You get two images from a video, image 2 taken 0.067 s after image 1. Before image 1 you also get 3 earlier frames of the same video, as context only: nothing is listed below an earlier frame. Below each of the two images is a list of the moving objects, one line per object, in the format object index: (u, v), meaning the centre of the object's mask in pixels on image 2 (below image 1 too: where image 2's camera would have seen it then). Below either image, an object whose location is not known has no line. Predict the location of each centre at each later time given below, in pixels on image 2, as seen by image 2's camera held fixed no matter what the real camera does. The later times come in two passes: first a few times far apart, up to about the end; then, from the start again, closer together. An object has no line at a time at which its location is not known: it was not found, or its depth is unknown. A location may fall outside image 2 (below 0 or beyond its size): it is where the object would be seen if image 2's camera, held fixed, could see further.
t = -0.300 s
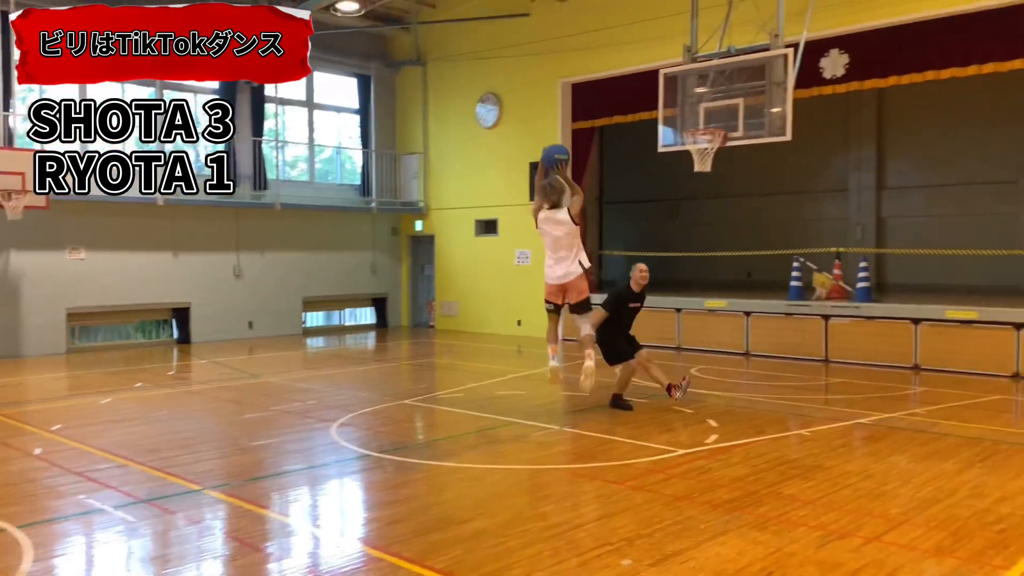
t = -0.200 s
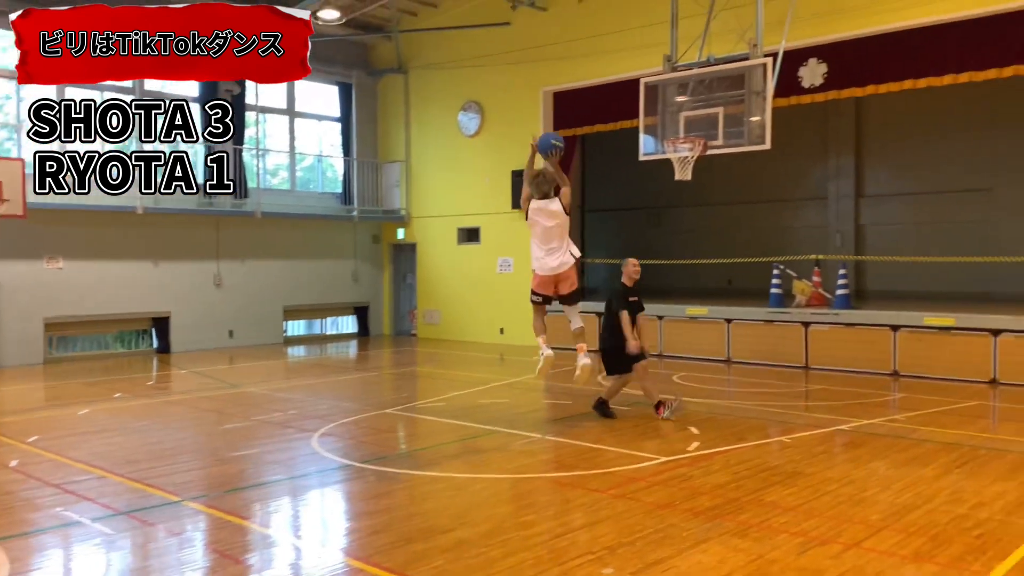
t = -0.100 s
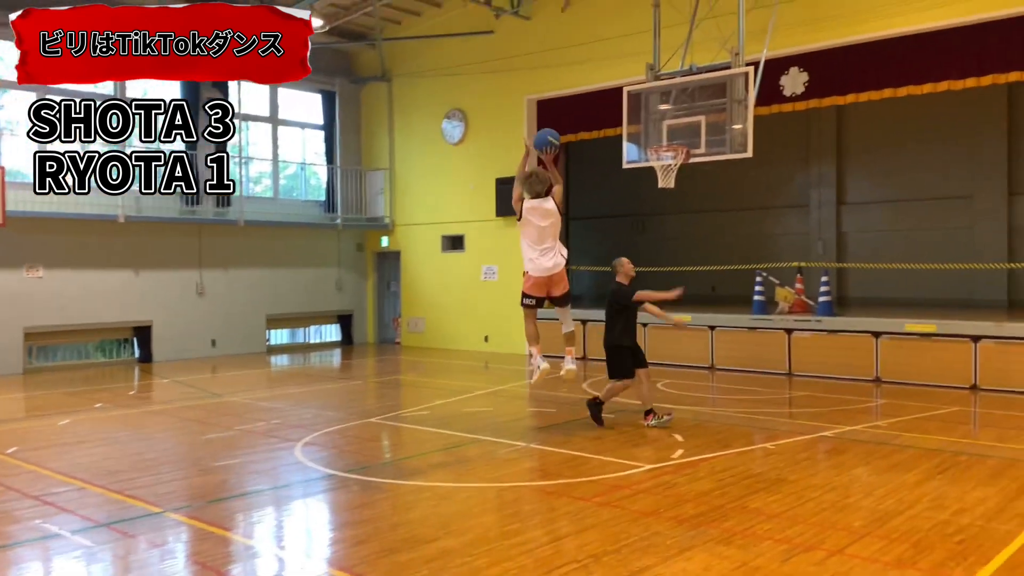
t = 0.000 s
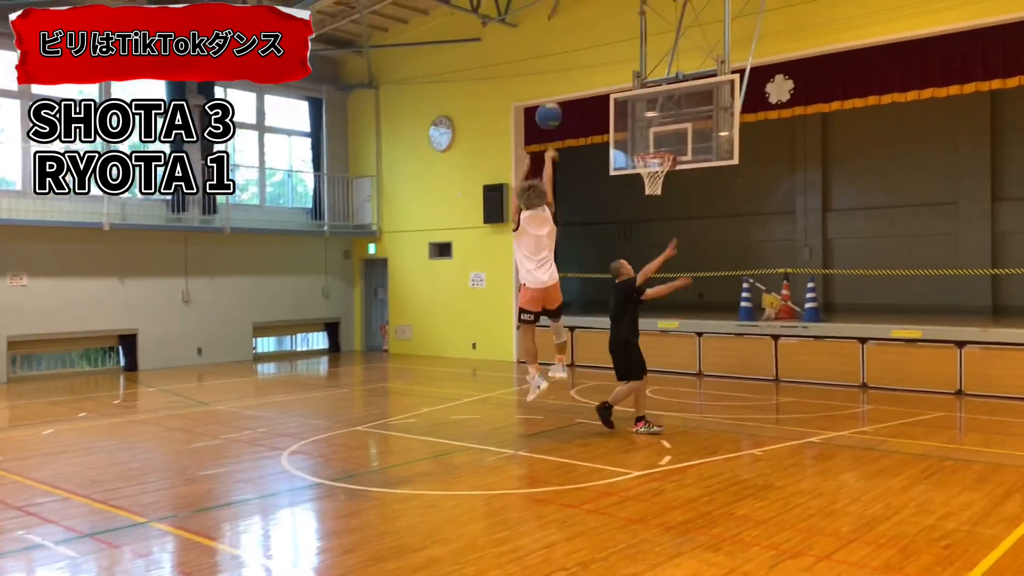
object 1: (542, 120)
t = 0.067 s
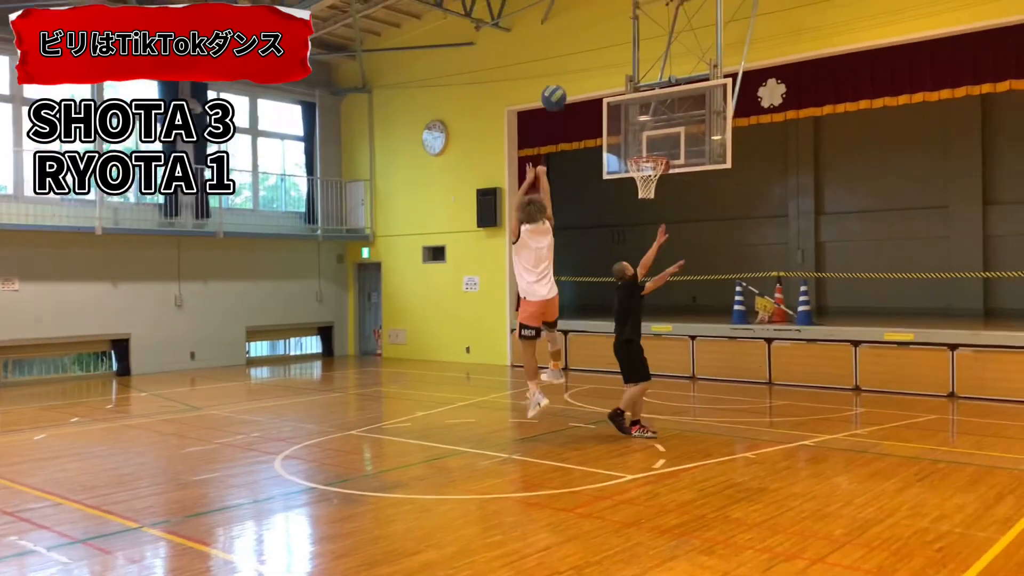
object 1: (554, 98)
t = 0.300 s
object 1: (588, 64)
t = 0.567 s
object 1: (621, 89)
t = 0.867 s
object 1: (649, 169)
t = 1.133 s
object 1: (643, 173)
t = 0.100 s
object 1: (559, 89)
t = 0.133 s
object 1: (564, 81)
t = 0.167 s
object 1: (569, 75)
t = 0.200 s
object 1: (574, 71)
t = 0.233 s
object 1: (579, 67)
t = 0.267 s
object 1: (583, 65)
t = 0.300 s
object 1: (588, 64)
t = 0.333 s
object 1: (593, 63)
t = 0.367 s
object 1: (597, 64)
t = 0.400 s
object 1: (601, 66)
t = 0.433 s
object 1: (605, 69)
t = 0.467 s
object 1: (609, 73)
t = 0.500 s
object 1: (613, 77)
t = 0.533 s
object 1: (617, 83)
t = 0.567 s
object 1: (621, 89)
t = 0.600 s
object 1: (624, 95)
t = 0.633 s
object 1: (628, 103)
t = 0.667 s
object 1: (631, 113)
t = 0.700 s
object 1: (635, 121)
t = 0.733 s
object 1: (639, 131)
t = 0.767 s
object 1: (641, 142)
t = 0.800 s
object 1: (642, 150)
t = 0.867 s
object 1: (649, 169)
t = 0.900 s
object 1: (647, 172)
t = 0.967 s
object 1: (651, 178)
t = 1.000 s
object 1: (648, 176)
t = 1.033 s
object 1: (646, 173)
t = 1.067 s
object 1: (646, 172)
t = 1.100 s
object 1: (644, 171)
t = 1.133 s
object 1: (643, 173)
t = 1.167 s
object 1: (642, 176)
